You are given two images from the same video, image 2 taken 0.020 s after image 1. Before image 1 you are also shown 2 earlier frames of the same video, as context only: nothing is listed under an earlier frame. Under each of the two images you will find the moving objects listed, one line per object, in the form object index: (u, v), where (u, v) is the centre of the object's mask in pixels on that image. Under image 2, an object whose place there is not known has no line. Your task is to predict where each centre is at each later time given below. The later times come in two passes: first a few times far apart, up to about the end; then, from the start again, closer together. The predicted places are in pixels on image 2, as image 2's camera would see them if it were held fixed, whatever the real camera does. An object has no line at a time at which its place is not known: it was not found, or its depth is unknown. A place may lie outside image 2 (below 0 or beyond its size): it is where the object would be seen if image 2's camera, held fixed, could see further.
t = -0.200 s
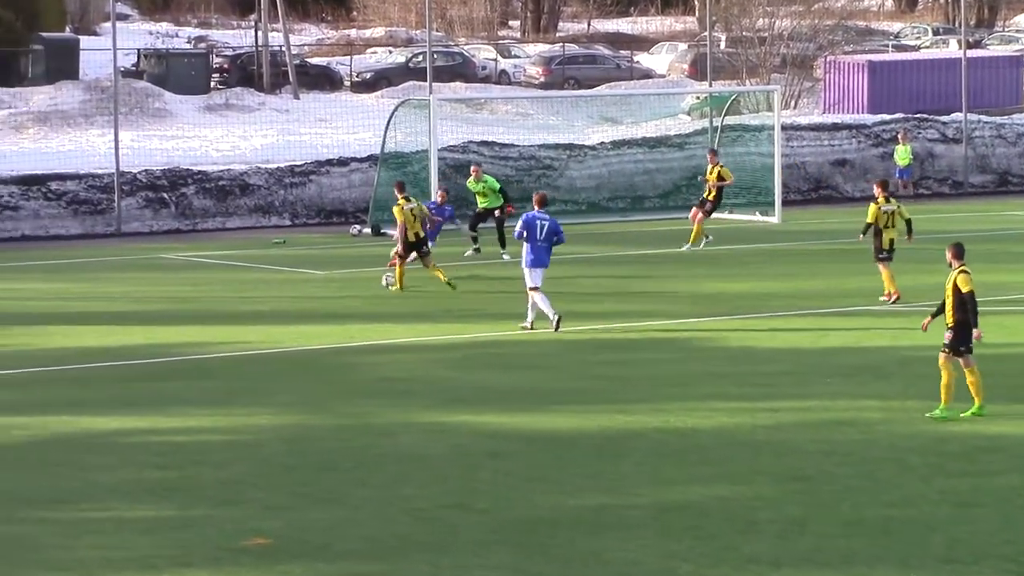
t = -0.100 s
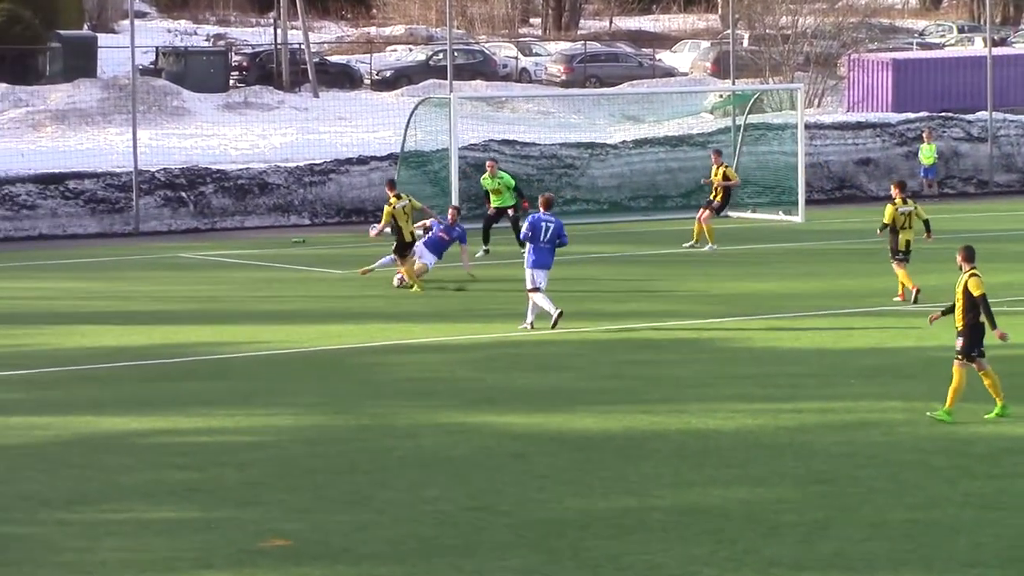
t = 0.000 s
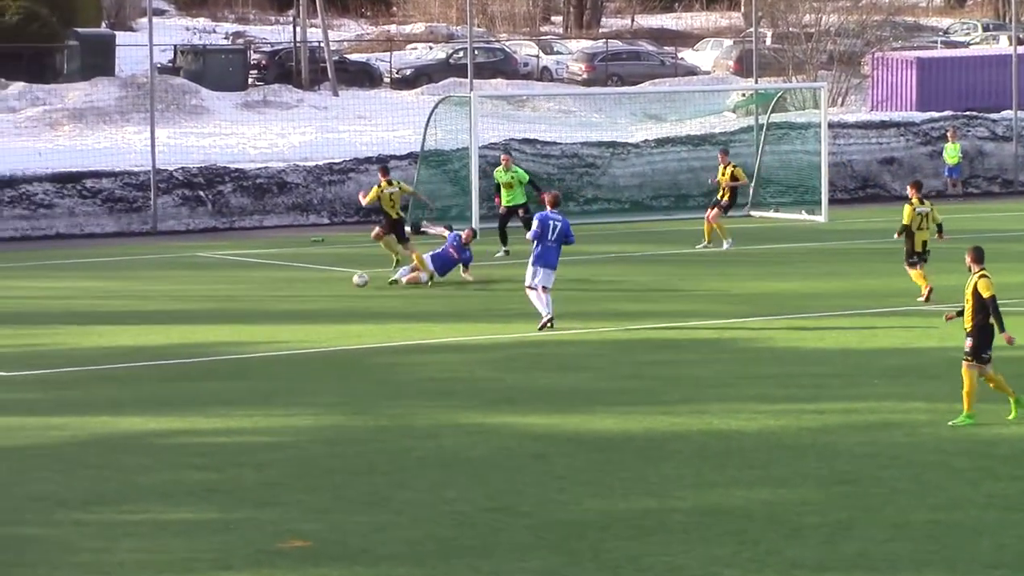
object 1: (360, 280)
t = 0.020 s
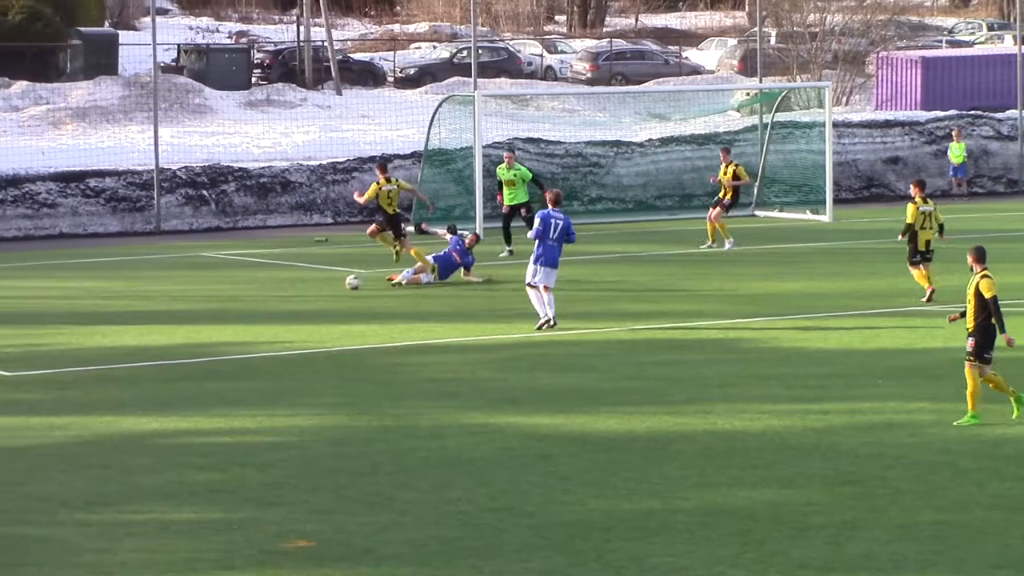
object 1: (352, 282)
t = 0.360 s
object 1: (193, 292)
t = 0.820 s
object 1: (18, 307)
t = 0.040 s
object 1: (341, 283)
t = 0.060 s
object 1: (333, 282)
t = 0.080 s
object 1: (322, 282)
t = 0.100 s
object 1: (313, 283)
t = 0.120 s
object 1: (302, 283)
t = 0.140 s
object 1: (293, 282)
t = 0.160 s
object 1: (283, 284)
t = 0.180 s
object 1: (274, 285)
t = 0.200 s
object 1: (264, 286)
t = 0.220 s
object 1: (255, 288)
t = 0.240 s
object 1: (245, 289)
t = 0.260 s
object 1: (235, 290)
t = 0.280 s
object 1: (226, 290)
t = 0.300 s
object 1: (218, 291)
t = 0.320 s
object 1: (209, 290)
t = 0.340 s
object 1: (201, 292)
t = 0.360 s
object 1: (193, 292)
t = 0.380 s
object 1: (184, 293)
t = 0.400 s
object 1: (176, 294)
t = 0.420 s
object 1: (168, 295)
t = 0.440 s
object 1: (162, 296)
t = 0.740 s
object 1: (45, 305)
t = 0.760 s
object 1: (38, 306)
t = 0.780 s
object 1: (31, 305)
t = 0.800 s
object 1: (25, 307)
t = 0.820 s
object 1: (18, 307)
